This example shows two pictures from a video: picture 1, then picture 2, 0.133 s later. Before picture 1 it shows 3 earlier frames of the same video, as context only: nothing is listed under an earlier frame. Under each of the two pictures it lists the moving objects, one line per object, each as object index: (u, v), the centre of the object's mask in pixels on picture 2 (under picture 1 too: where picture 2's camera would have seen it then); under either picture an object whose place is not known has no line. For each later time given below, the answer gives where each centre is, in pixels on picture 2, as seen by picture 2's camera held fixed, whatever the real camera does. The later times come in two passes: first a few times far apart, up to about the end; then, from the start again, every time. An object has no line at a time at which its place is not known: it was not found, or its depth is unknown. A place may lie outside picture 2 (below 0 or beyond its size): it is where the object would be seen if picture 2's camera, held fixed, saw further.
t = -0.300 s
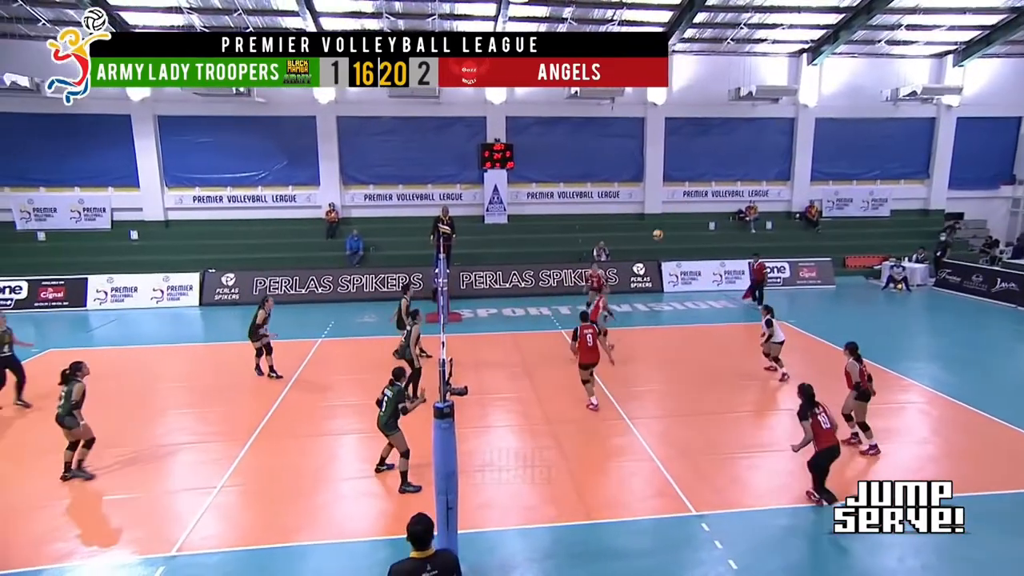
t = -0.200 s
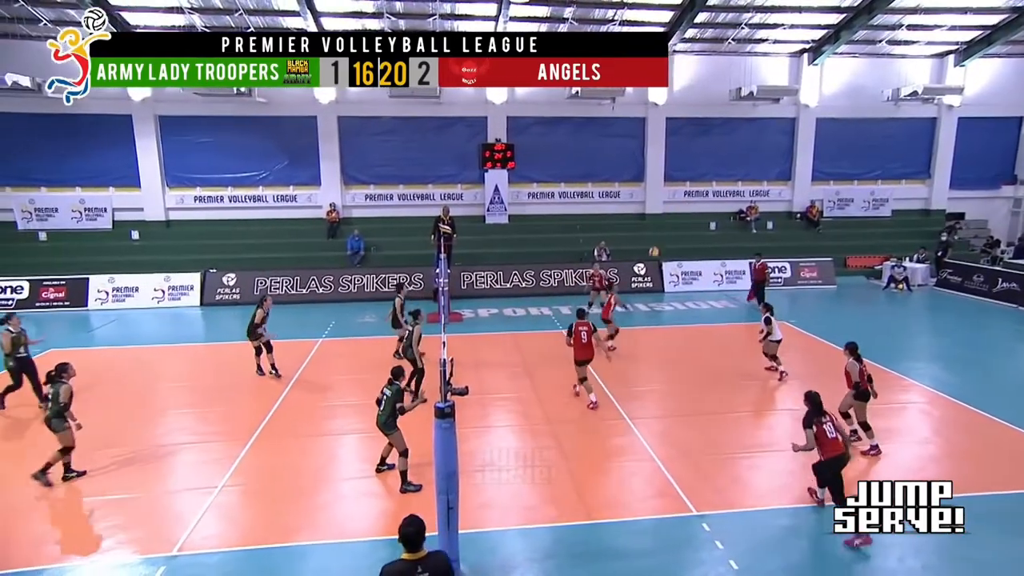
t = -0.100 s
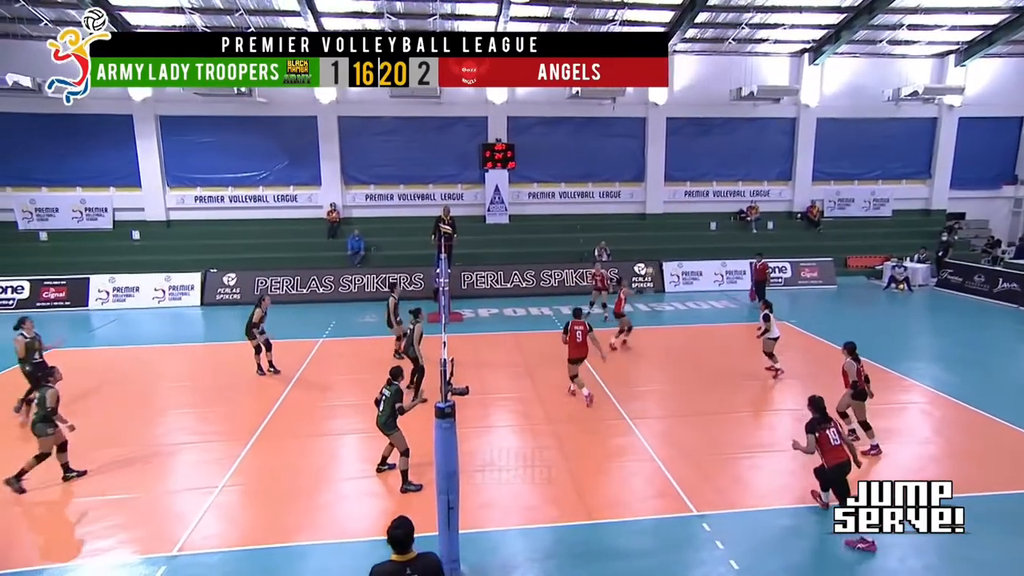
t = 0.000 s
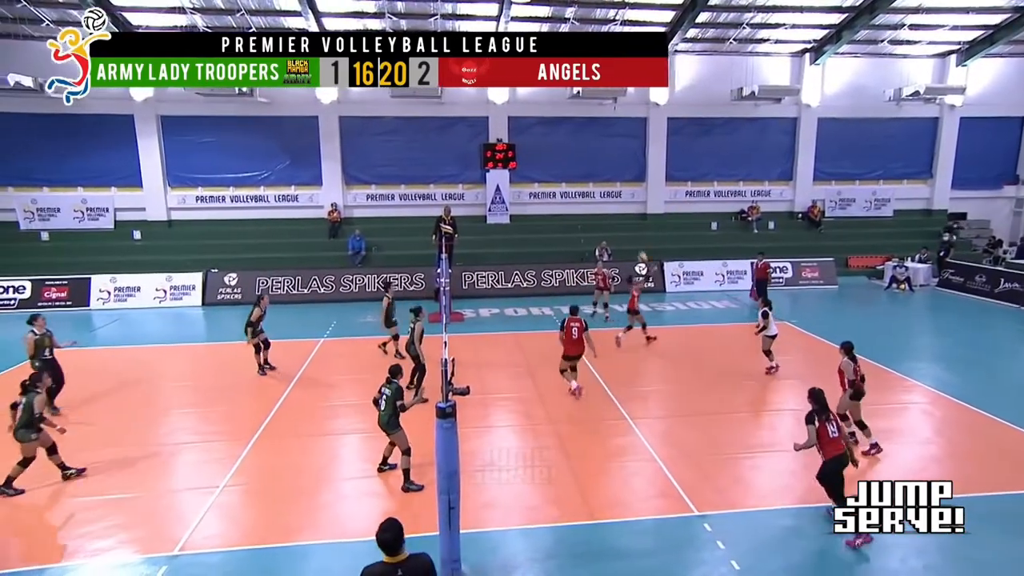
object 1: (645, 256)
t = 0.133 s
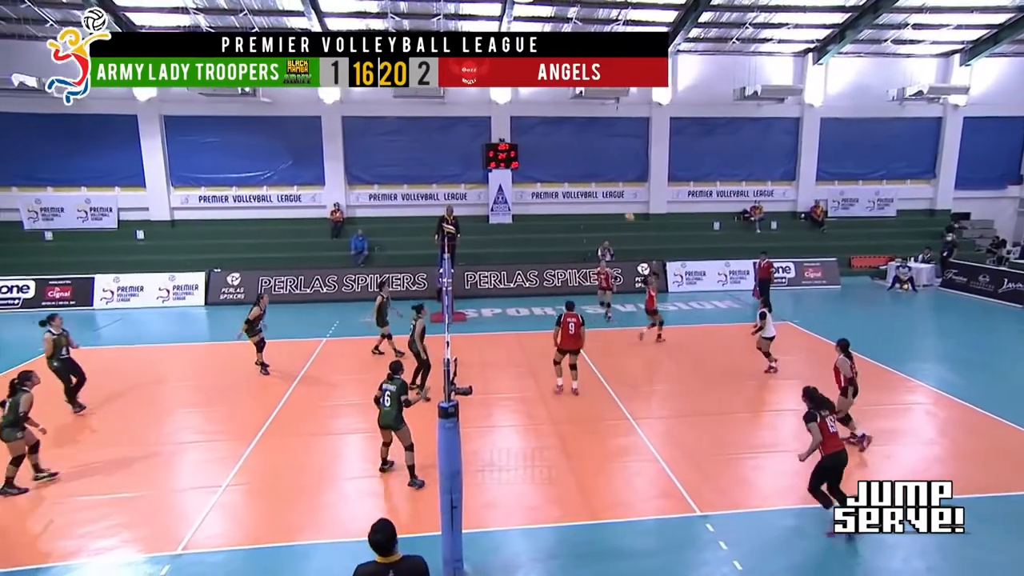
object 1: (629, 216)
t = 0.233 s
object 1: (615, 192)
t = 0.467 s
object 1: (590, 149)
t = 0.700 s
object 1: (561, 136)
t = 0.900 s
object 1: (538, 143)
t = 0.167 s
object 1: (625, 210)
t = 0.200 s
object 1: (621, 200)
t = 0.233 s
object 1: (615, 192)
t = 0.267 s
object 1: (613, 183)
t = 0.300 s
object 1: (609, 177)
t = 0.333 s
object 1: (605, 171)
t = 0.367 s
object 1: (601, 164)
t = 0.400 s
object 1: (597, 159)
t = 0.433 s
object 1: (593, 155)
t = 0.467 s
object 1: (590, 149)
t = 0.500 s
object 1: (586, 147)
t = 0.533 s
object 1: (581, 144)
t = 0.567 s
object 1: (577, 141)
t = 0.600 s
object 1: (573, 139)
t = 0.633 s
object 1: (569, 137)
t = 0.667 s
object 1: (565, 136)
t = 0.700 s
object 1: (561, 136)
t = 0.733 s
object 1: (557, 136)
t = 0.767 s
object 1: (553, 136)
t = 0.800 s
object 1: (549, 137)
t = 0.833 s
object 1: (546, 139)
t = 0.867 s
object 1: (541, 141)
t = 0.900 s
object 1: (538, 143)
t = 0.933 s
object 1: (534, 146)
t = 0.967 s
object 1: (530, 149)
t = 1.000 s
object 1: (526, 153)
